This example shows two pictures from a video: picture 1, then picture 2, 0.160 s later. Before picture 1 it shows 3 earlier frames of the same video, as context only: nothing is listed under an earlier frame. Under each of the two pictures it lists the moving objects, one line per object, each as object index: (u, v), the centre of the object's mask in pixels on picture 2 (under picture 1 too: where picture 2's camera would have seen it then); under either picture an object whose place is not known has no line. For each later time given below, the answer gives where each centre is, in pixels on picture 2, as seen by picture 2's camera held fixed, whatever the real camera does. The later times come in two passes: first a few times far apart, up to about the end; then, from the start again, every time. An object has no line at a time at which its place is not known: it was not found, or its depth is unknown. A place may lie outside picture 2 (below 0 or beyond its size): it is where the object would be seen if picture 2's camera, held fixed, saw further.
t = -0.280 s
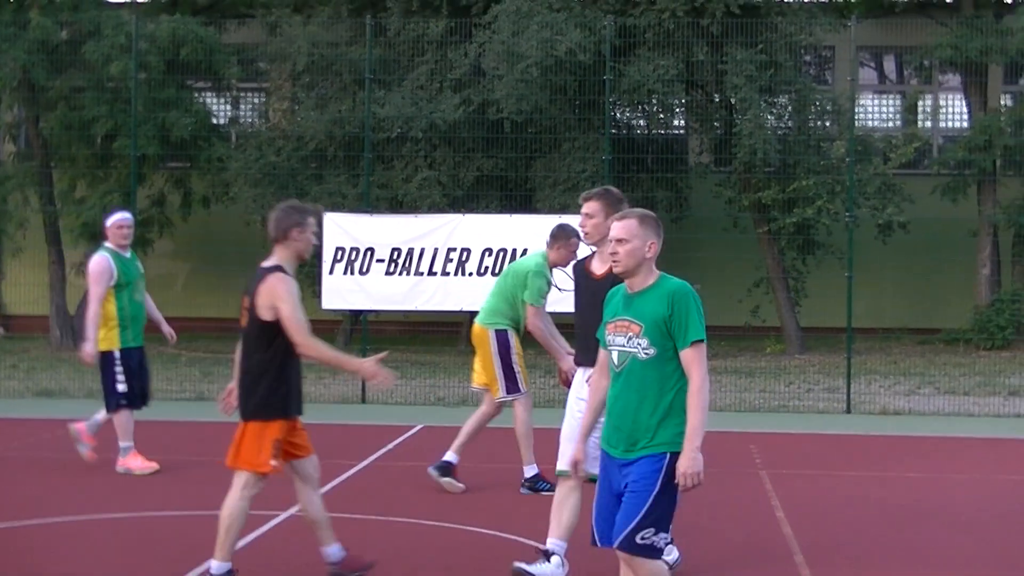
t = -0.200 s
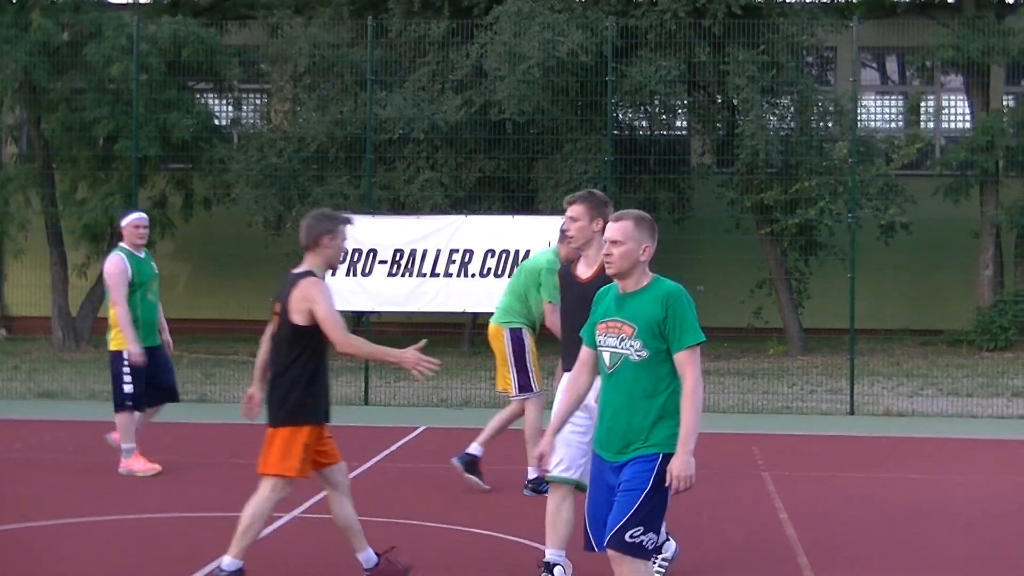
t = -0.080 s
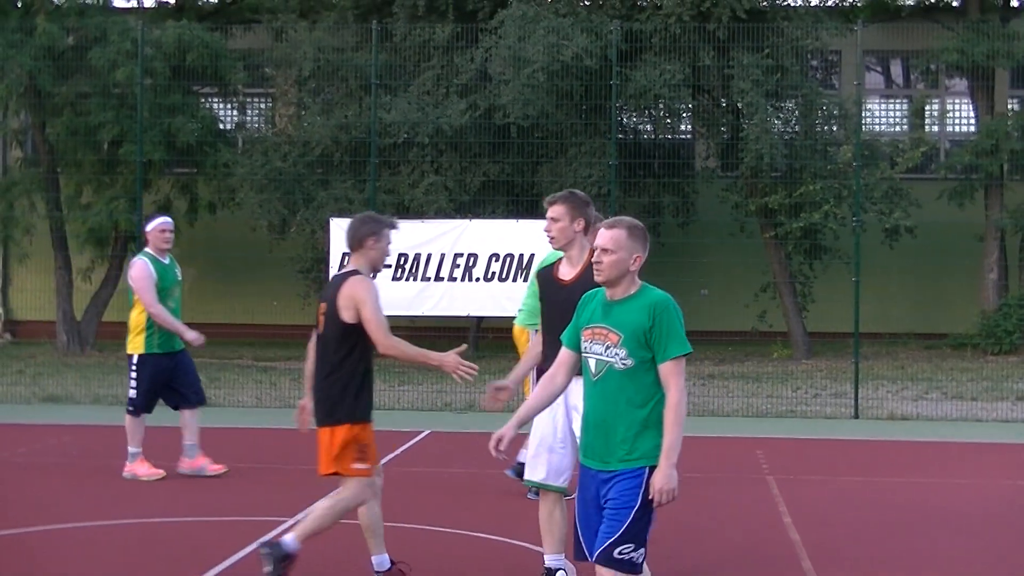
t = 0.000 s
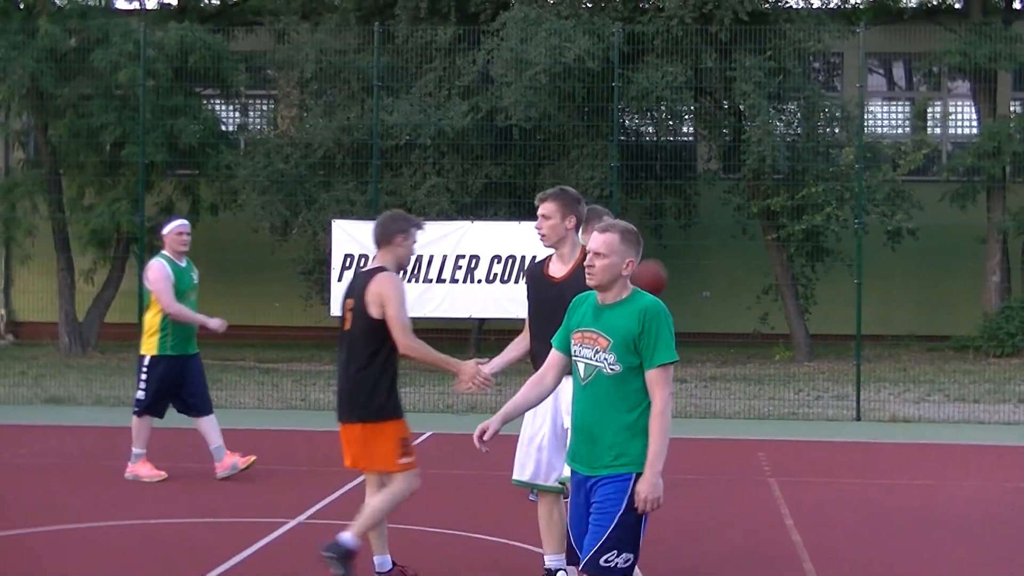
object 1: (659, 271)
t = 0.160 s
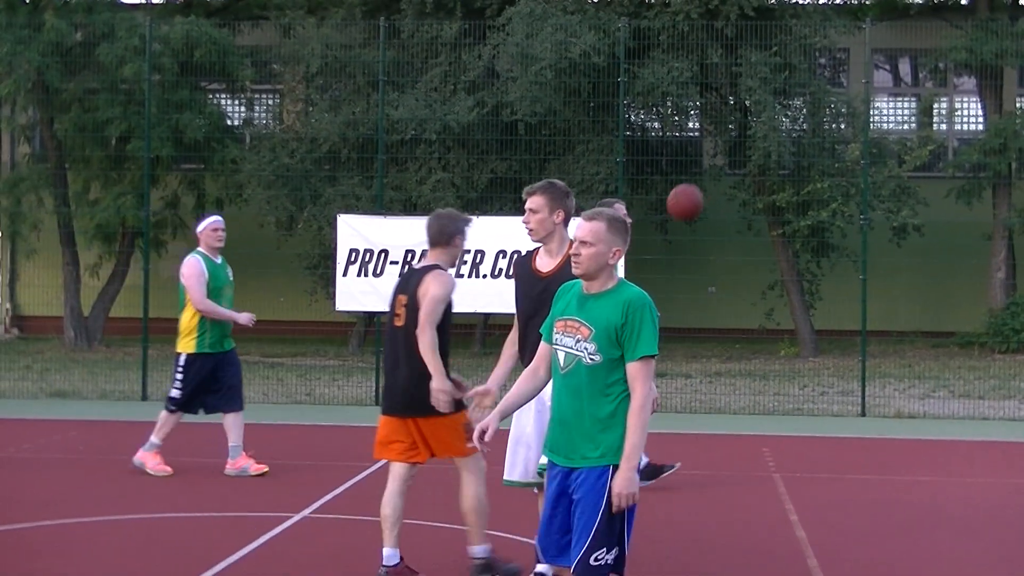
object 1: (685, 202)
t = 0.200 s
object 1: (692, 190)
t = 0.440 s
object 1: (736, 164)
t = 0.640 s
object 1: (773, 206)
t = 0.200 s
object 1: (692, 190)
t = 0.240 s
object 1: (699, 180)
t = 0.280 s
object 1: (707, 172)
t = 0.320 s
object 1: (714, 167)
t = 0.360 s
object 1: (721, 163)
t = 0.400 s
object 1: (729, 163)
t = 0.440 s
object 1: (736, 164)
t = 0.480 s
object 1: (743, 168)
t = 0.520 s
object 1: (751, 174)
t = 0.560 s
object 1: (758, 182)
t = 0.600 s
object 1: (765, 193)
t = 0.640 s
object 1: (773, 206)
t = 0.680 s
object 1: (779, 220)
